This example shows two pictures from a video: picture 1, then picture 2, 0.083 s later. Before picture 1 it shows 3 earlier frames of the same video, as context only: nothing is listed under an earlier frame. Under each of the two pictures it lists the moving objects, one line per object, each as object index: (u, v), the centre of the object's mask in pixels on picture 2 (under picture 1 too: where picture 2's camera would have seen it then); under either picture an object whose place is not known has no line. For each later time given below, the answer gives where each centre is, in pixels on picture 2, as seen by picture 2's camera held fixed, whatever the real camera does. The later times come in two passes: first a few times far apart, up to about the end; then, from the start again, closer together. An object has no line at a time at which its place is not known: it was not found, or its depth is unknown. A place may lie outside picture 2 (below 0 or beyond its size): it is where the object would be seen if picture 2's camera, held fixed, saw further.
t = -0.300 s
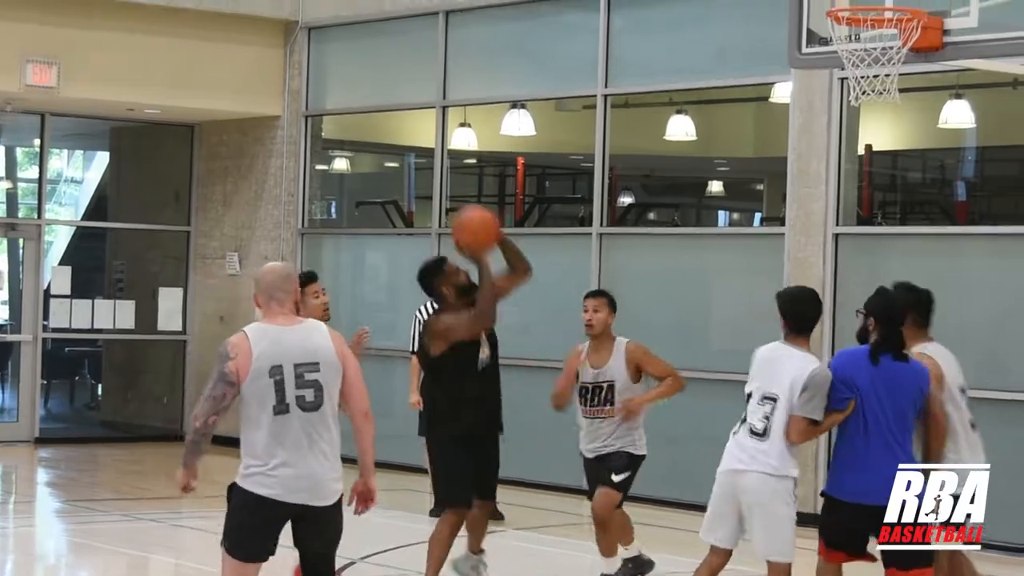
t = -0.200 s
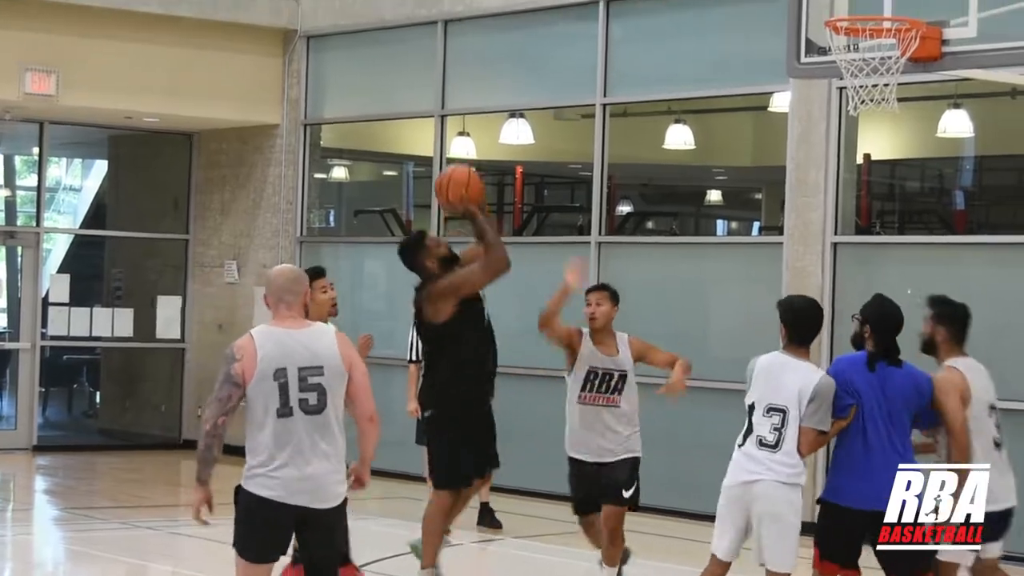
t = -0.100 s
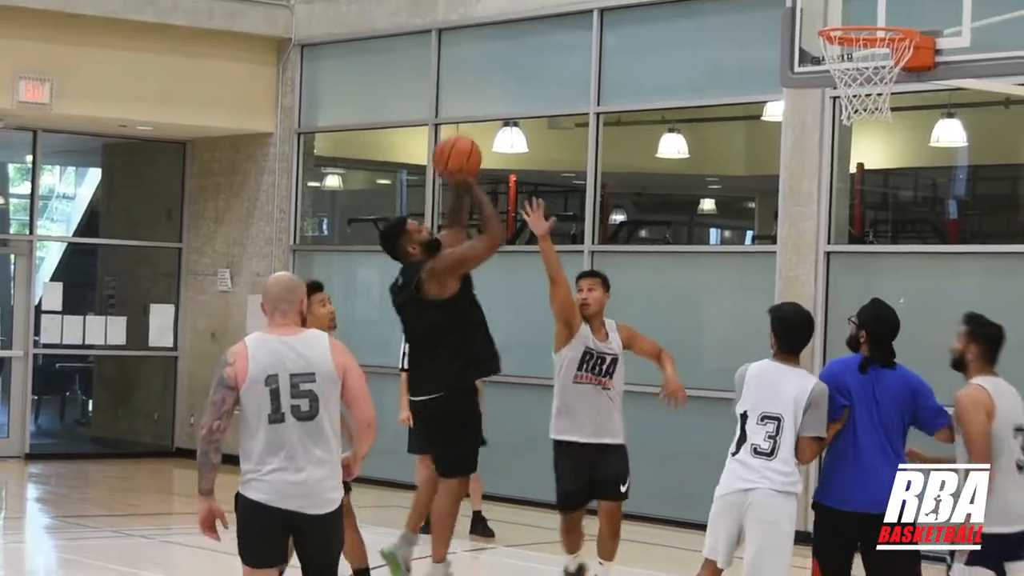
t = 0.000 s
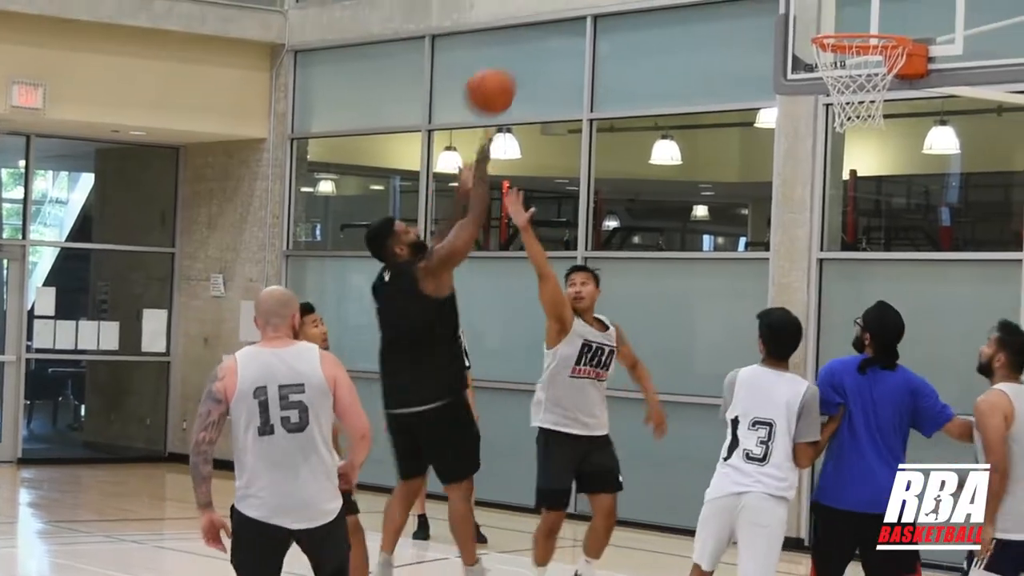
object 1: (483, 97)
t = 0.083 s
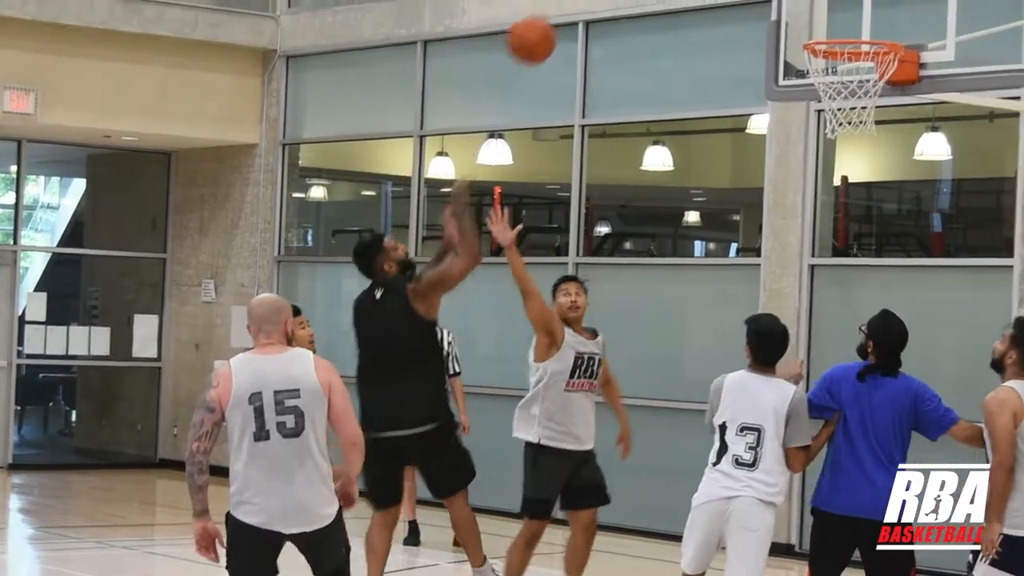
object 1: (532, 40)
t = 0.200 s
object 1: (598, -3)
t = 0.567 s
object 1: (800, -9)
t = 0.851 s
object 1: (831, 102)
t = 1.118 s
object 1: (779, 201)
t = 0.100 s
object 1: (541, 30)
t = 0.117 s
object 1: (551, 21)
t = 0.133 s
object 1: (560, 14)
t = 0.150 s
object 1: (570, 9)
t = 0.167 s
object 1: (580, 5)
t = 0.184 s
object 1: (589, 1)
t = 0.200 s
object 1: (598, -3)
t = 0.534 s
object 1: (782, -14)
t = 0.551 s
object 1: (790, -11)
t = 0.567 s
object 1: (800, -9)
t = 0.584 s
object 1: (806, -6)
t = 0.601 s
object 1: (816, -2)
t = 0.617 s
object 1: (825, 2)
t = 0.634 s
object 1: (833, 6)
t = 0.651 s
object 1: (841, 12)
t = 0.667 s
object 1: (851, 19)
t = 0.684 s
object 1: (860, 23)
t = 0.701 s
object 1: (868, 40)
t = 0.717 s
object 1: (869, 48)
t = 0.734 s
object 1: (865, 55)
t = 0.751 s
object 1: (862, 63)
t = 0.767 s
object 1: (855, 70)
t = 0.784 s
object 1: (848, 77)
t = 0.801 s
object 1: (843, 87)
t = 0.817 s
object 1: (839, 93)
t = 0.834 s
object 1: (834, 100)
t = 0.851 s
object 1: (831, 102)
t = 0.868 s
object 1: (826, 117)
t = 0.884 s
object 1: (824, 112)
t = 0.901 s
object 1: (819, 115)
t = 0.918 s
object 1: (815, 117)
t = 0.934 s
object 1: (812, 119)
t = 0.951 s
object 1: (808, 123)
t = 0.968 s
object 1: (806, 128)
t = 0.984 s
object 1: (803, 134)
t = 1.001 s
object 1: (800, 141)
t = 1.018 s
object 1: (797, 148)
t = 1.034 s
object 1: (793, 156)
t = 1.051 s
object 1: (791, 163)
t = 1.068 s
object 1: (788, 172)
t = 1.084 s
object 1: (785, 181)
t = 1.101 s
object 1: (783, 190)
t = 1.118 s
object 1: (779, 201)
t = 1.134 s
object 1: (776, 212)
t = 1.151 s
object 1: (773, 222)
